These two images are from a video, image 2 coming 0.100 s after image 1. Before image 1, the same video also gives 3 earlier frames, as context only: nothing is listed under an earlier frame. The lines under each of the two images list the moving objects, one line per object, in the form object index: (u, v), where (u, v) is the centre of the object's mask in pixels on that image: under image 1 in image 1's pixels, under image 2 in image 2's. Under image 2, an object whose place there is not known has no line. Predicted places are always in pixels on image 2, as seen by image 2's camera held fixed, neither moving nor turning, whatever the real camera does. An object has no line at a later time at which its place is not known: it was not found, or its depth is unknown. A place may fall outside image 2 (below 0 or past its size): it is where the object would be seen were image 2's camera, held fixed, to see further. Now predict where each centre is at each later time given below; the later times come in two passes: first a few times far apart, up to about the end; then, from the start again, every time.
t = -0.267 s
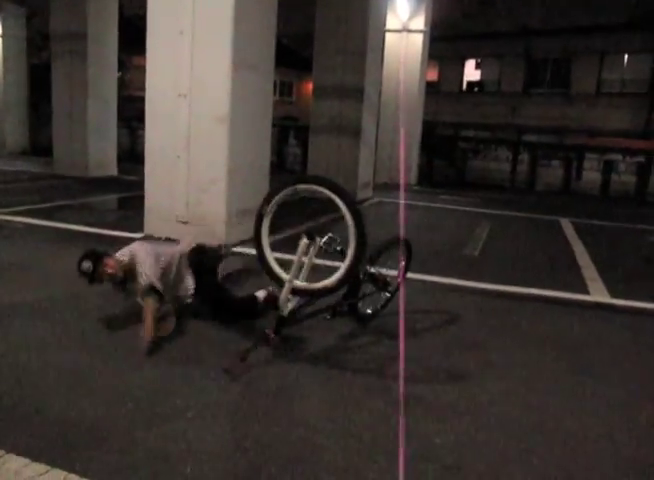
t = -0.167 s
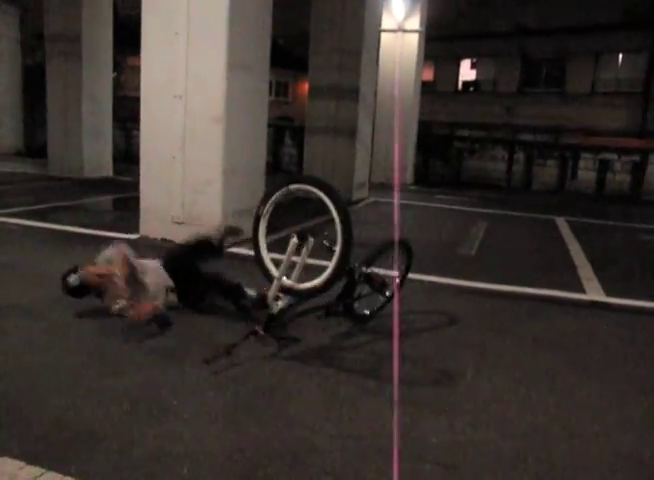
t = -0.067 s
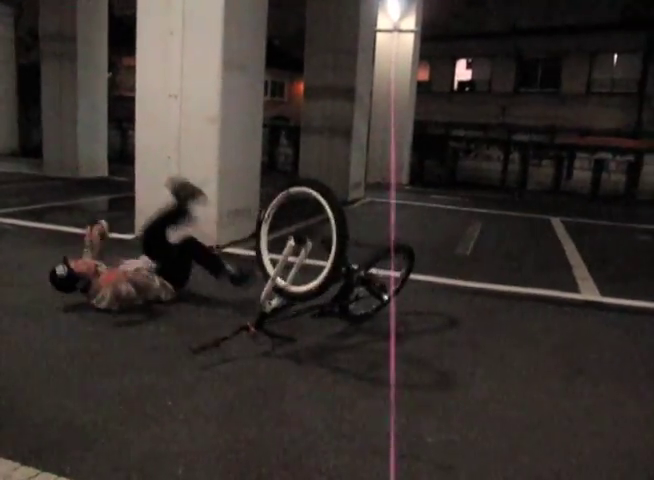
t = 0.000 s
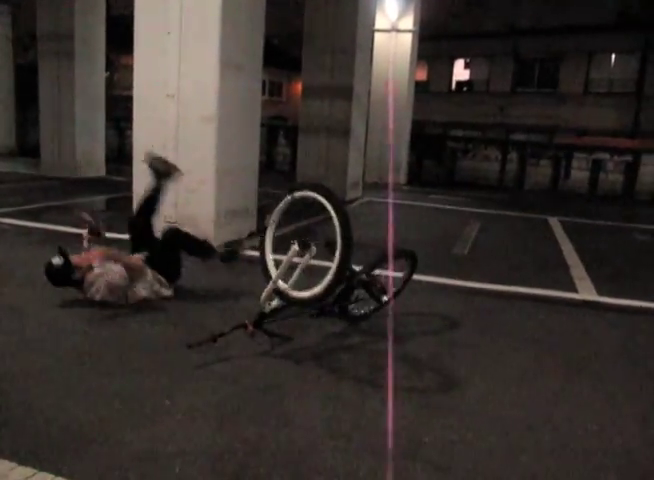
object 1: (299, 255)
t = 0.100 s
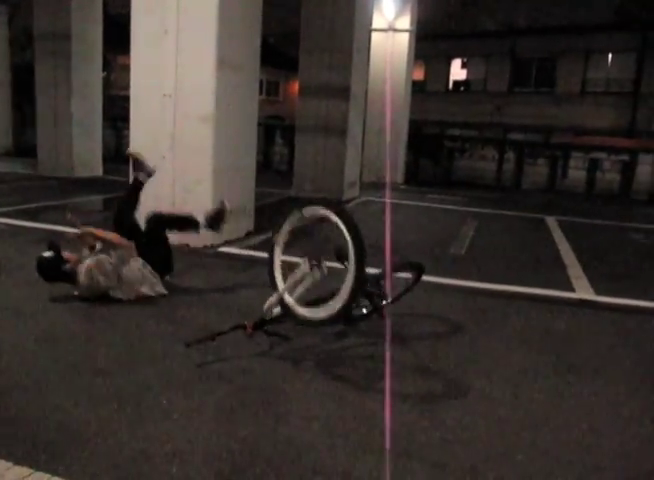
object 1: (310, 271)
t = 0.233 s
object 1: (327, 327)
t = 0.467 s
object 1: (341, 329)
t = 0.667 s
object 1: (354, 335)
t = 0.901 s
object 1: (360, 336)
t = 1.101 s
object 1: (363, 336)
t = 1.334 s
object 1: (368, 335)
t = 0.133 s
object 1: (315, 280)
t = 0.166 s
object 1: (320, 293)
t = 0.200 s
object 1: (325, 309)
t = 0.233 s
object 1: (327, 327)
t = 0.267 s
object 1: (330, 332)
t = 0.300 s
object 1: (331, 322)
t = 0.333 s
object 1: (333, 315)
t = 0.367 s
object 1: (336, 315)
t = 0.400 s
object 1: (339, 317)
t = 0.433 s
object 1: (341, 323)
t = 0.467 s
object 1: (341, 329)
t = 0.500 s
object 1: (343, 333)
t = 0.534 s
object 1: (344, 339)
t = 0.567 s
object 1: (347, 337)
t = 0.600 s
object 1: (351, 330)
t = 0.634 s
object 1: (352, 331)
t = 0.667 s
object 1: (354, 335)
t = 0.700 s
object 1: (355, 339)
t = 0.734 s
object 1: (356, 337)
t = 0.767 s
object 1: (357, 337)
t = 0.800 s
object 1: (358, 337)
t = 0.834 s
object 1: (358, 335)
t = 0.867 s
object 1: (359, 336)
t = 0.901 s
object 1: (360, 336)
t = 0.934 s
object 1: (361, 336)
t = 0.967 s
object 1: (361, 335)
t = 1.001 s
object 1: (361, 336)
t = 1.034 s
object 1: (362, 336)
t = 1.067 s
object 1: (362, 336)
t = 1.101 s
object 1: (363, 336)
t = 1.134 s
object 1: (364, 336)
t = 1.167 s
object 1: (364, 335)
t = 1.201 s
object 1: (365, 336)
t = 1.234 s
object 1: (366, 336)
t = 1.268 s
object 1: (367, 336)
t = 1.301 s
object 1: (367, 336)
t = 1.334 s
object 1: (368, 335)
